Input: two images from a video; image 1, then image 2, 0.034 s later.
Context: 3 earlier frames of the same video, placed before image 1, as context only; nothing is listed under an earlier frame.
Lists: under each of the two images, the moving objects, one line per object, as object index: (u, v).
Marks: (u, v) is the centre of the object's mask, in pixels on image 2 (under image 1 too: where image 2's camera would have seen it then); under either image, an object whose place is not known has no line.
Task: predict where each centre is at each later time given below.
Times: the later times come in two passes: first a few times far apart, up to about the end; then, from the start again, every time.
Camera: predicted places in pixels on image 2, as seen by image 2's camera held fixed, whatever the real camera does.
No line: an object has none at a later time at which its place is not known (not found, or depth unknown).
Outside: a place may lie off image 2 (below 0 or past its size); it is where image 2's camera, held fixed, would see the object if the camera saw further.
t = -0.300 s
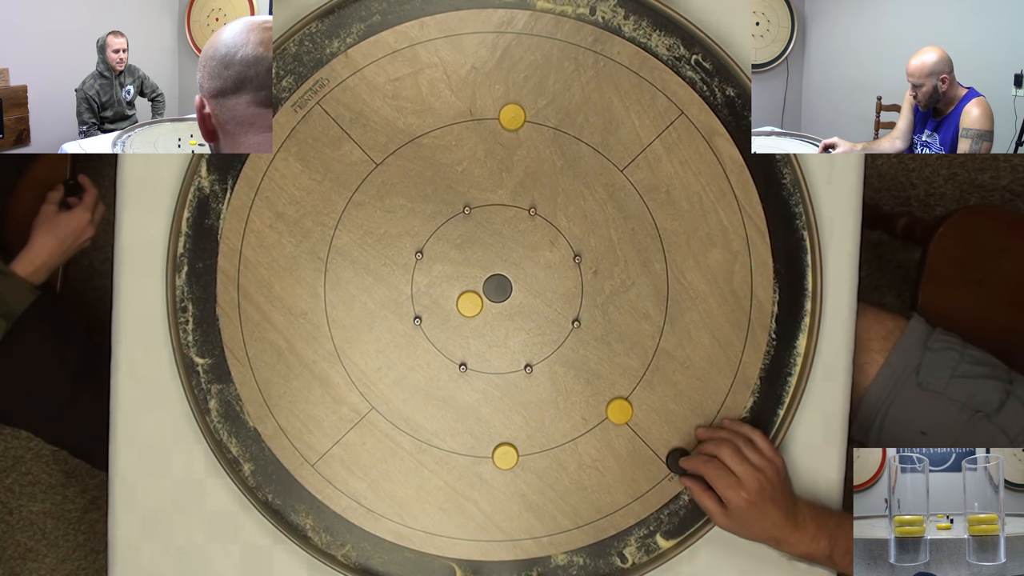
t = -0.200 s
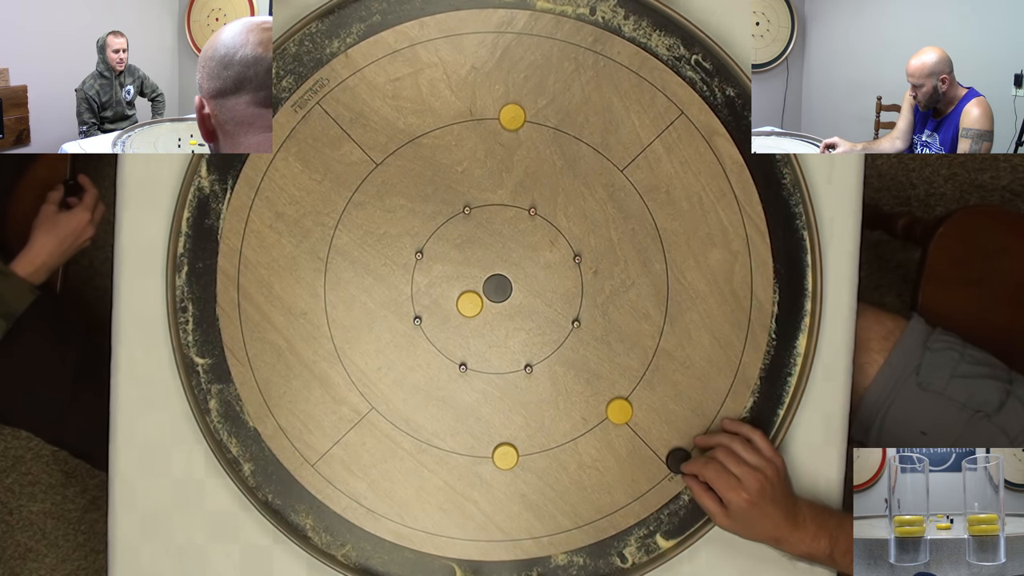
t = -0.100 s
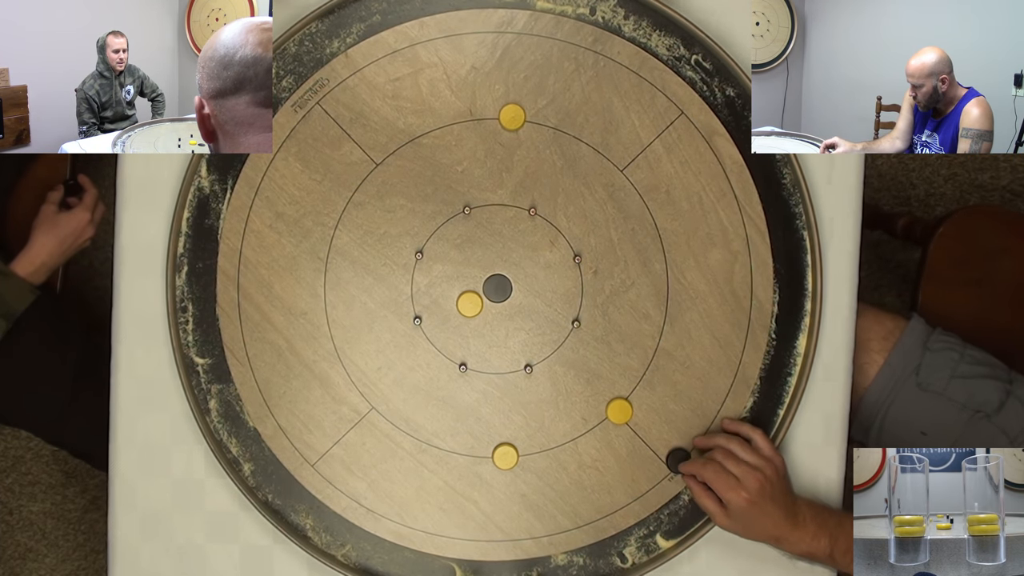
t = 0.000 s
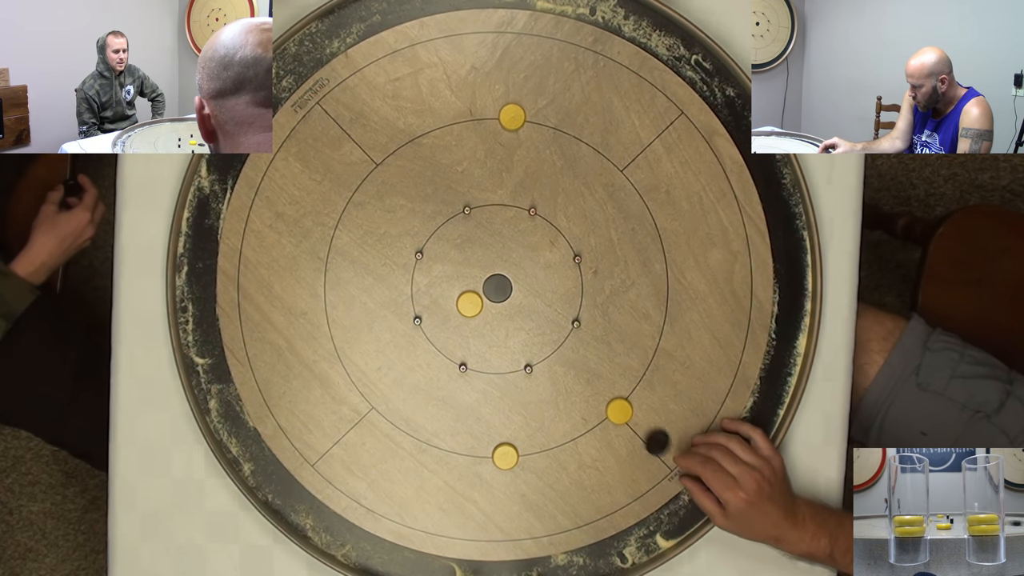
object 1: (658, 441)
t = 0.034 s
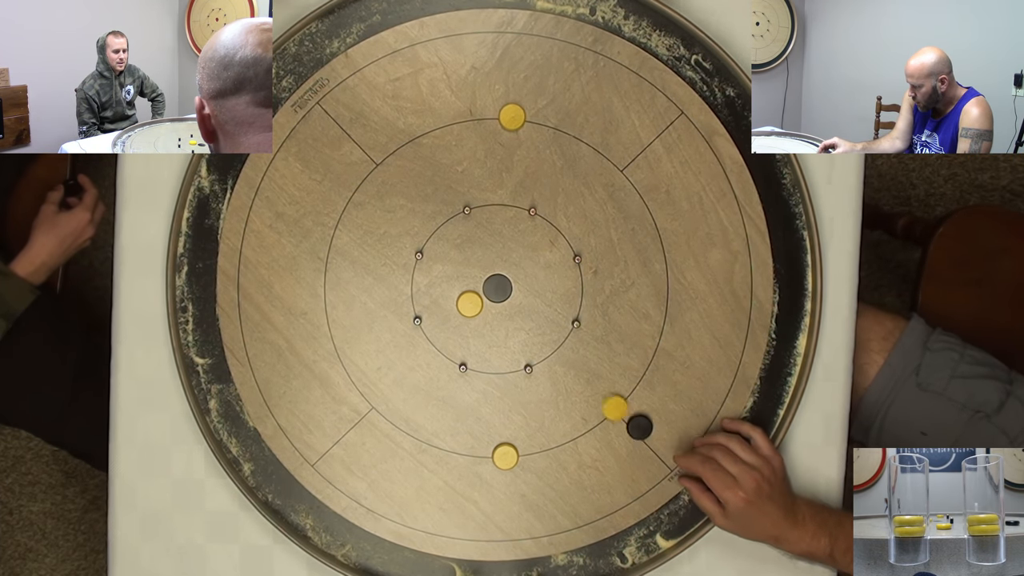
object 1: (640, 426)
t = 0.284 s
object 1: (636, 412)
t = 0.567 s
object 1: (636, 412)
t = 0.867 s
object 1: (636, 412)
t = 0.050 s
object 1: (639, 425)
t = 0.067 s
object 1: (639, 423)
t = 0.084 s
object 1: (638, 422)
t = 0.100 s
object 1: (638, 421)
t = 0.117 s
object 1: (637, 420)
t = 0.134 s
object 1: (637, 419)
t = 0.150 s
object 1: (637, 418)
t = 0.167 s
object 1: (637, 417)
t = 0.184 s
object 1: (636, 415)
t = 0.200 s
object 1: (636, 415)
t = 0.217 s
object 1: (636, 414)
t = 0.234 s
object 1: (636, 413)
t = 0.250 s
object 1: (636, 413)
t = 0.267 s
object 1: (636, 412)
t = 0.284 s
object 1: (636, 412)
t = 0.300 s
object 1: (635, 412)
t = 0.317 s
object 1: (636, 412)
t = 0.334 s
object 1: (636, 412)
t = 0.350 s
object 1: (636, 412)
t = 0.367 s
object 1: (636, 412)
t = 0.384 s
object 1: (636, 412)
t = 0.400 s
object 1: (636, 412)
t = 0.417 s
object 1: (636, 412)
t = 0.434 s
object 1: (636, 412)
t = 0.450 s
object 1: (636, 412)
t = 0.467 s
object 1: (636, 412)
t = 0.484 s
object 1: (636, 412)
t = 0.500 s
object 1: (636, 412)
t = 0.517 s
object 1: (635, 412)
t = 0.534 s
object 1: (635, 412)
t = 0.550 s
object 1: (636, 412)
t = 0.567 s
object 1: (636, 412)
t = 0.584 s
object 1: (635, 412)
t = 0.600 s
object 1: (635, 412)
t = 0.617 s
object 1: (635, 412)
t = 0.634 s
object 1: (635, 412)
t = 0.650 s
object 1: (636, 412)
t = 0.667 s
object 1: (636, 412)
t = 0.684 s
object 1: (635, 412)
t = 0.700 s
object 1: (635, 412)
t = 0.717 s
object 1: (635, 412)
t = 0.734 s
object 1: (635, 412)
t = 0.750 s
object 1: (636, 412)
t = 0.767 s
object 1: (636, 412)
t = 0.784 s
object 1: (636, 412)
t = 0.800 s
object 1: (636, 412)
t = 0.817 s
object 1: (636, 412)
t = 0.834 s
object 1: (636, 412)
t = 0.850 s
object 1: (636, 412)
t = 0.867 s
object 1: (636, 412)
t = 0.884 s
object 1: (636, 412)
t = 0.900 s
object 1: (636, 412)
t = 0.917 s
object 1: (636, 412)
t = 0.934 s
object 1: (635, 412)
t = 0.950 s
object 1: (635, 412)
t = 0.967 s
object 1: (635, 412)
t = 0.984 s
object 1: (635, 412)
